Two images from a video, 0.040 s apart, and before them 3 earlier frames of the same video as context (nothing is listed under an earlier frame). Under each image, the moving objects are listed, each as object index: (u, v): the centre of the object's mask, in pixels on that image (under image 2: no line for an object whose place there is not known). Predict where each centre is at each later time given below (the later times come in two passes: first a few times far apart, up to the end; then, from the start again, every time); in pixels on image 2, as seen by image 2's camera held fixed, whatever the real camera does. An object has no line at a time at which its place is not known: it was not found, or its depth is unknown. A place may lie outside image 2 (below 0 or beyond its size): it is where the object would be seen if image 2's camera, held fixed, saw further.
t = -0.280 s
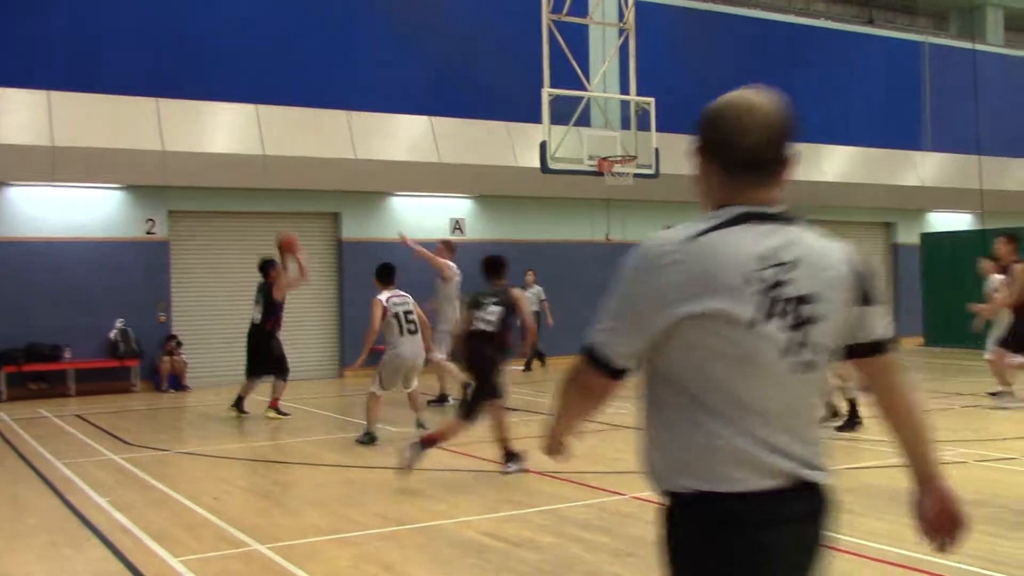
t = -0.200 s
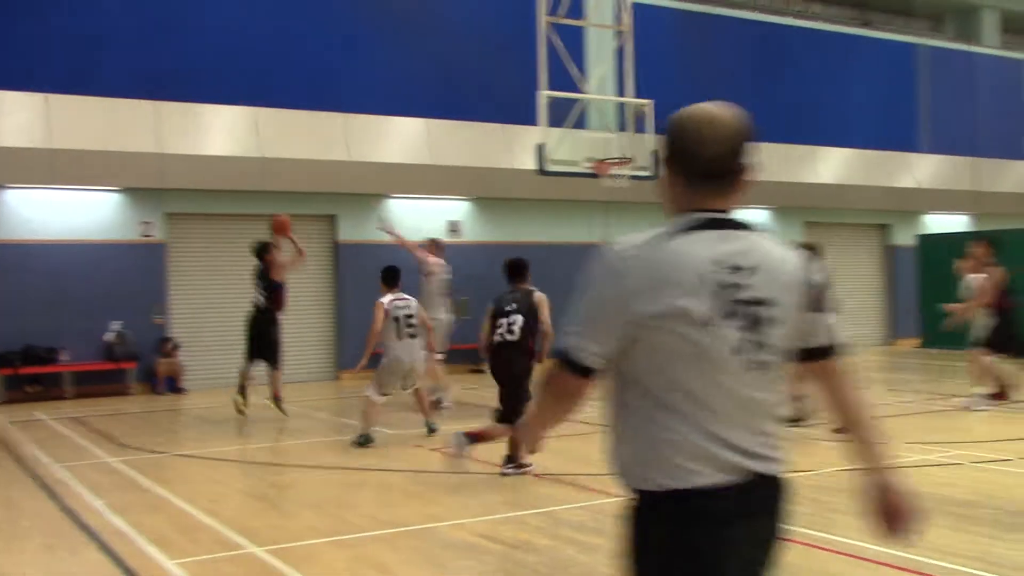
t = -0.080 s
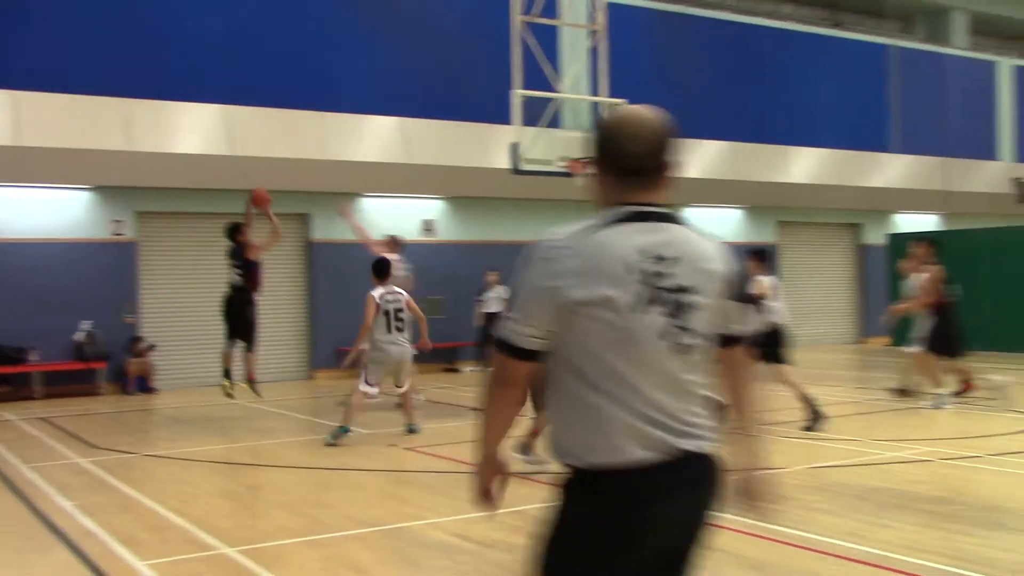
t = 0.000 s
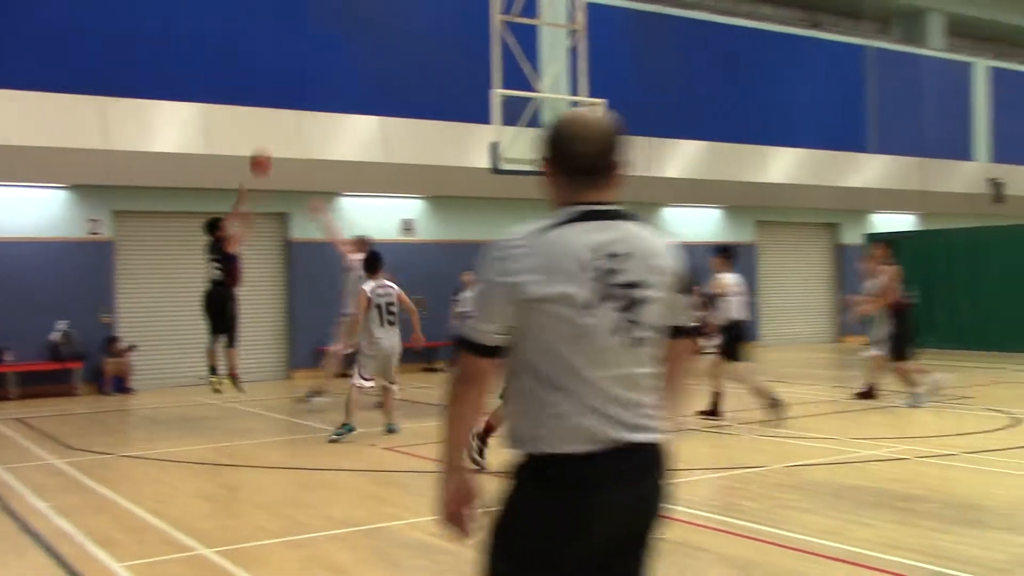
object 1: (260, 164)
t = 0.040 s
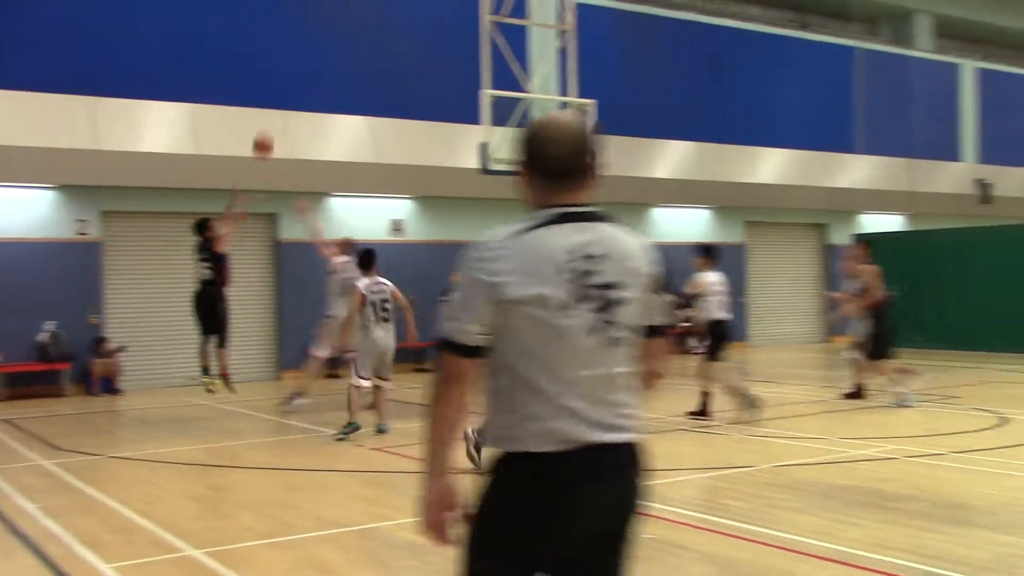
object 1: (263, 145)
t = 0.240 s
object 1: (327, 83)
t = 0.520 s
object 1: (410, 59)
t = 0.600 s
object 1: (432, 63)
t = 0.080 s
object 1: (276, 129)
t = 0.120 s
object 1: (290, 115)
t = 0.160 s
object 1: (302, 102)
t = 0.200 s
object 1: (314, 93)
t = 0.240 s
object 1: (327, 83)
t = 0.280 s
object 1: (338, 76)
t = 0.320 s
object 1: (350, 69)
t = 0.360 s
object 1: (363, 64)
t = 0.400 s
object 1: (374, 61)
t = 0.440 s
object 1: (386, 59)
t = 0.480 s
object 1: (398, 58)
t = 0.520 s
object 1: (410, 59)
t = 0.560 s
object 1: (421, 60)
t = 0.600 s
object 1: (432, 63)
